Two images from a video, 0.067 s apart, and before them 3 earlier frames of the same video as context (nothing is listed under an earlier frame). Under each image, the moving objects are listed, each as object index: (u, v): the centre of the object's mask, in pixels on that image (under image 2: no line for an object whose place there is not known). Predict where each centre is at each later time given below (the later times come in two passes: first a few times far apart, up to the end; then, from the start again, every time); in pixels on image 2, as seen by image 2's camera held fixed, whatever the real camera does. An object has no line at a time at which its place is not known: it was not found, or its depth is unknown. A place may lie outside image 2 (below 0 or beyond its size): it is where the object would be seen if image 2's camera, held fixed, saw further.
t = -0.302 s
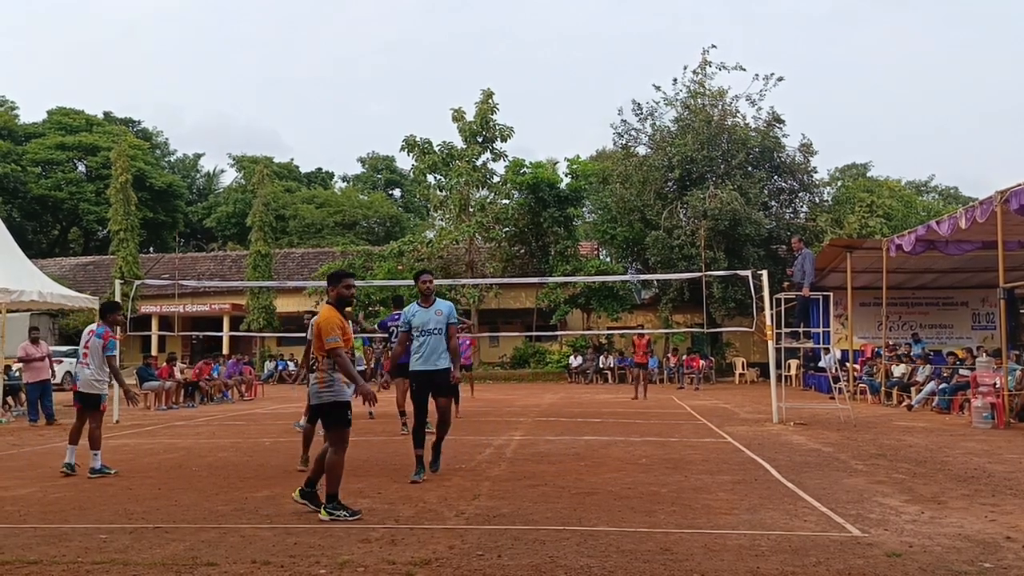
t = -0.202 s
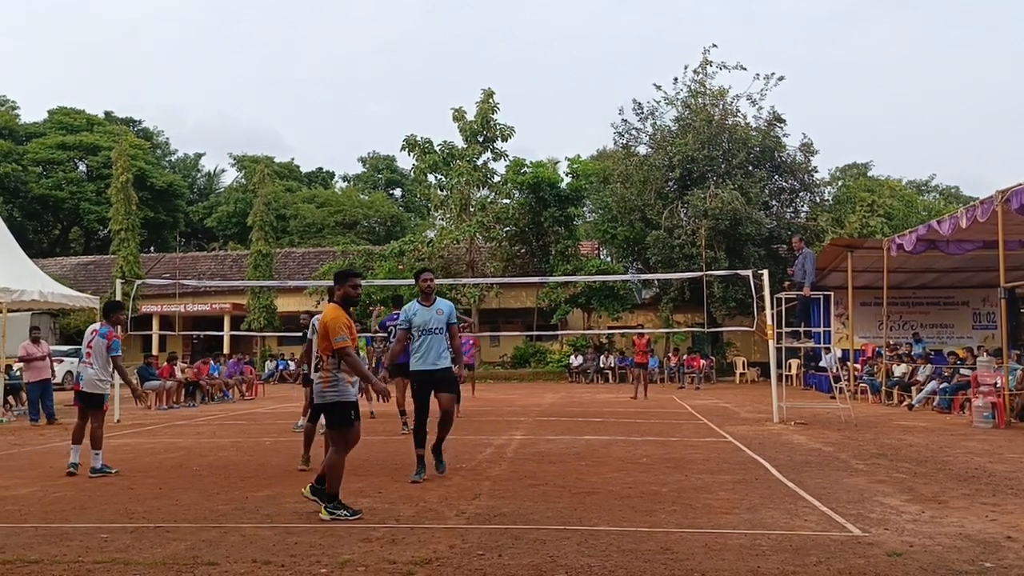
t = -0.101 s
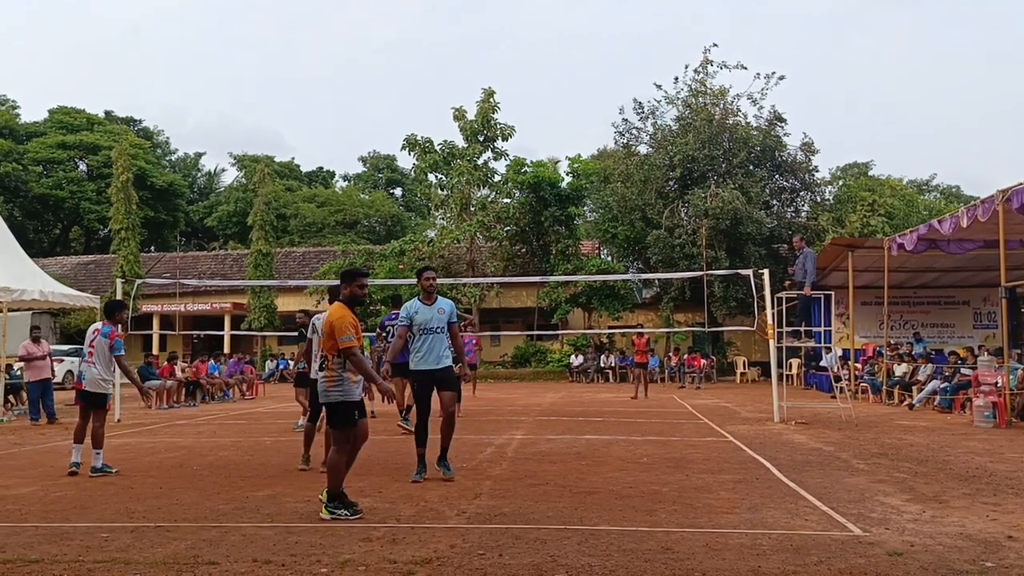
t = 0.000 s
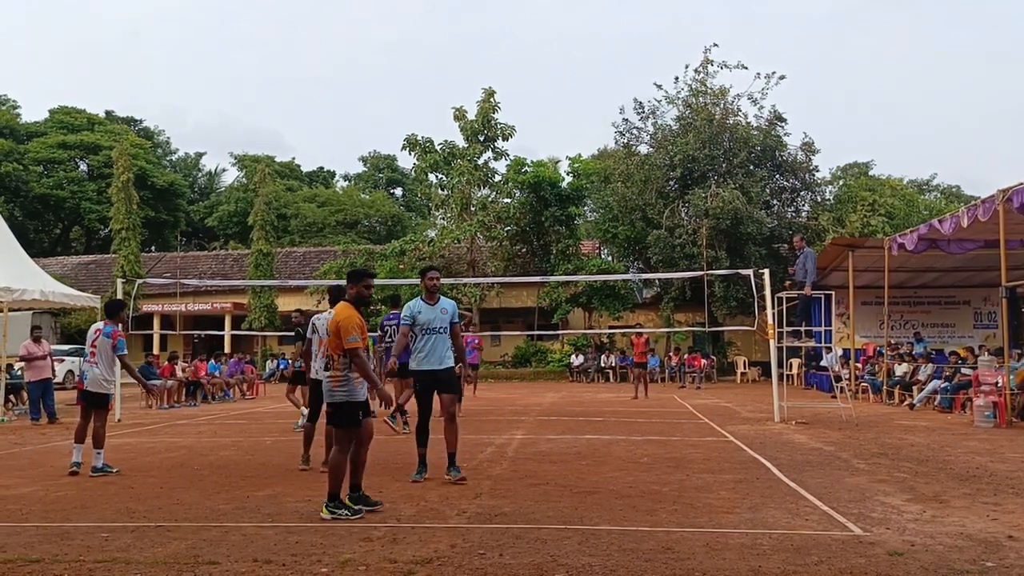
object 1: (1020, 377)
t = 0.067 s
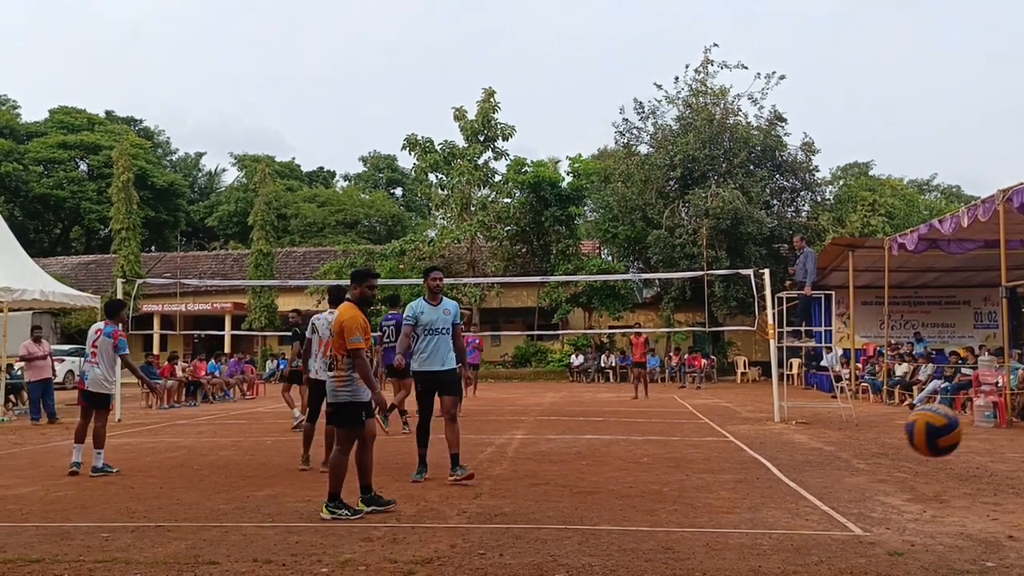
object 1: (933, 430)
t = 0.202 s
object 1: (753, 544)
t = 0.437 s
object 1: (631, 416)
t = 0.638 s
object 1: (560, 370)
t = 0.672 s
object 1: (549, 369)
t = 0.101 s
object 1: (882, 459)
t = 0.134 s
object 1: (836, 487)
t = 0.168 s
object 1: (792, 516)
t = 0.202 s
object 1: (753, 544)
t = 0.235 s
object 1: (722, 556)
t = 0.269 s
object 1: (705, 526)
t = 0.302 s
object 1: (689, 498)
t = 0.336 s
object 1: (673, 473)
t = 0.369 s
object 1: (659, 452)
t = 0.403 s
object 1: (645, 432)
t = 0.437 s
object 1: (631, 416)
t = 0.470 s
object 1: (618, 402)
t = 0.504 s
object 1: (605, 391)
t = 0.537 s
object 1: (593, 383)
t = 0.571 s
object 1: (582, 376)
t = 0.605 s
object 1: (570, 372)
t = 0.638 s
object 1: (560, 370)
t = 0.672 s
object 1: (549, 369)
